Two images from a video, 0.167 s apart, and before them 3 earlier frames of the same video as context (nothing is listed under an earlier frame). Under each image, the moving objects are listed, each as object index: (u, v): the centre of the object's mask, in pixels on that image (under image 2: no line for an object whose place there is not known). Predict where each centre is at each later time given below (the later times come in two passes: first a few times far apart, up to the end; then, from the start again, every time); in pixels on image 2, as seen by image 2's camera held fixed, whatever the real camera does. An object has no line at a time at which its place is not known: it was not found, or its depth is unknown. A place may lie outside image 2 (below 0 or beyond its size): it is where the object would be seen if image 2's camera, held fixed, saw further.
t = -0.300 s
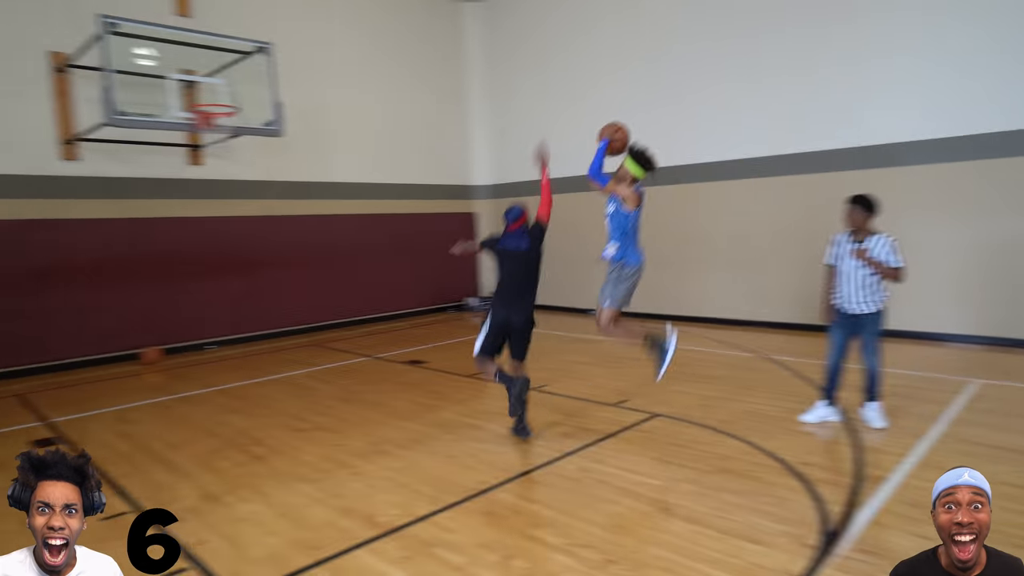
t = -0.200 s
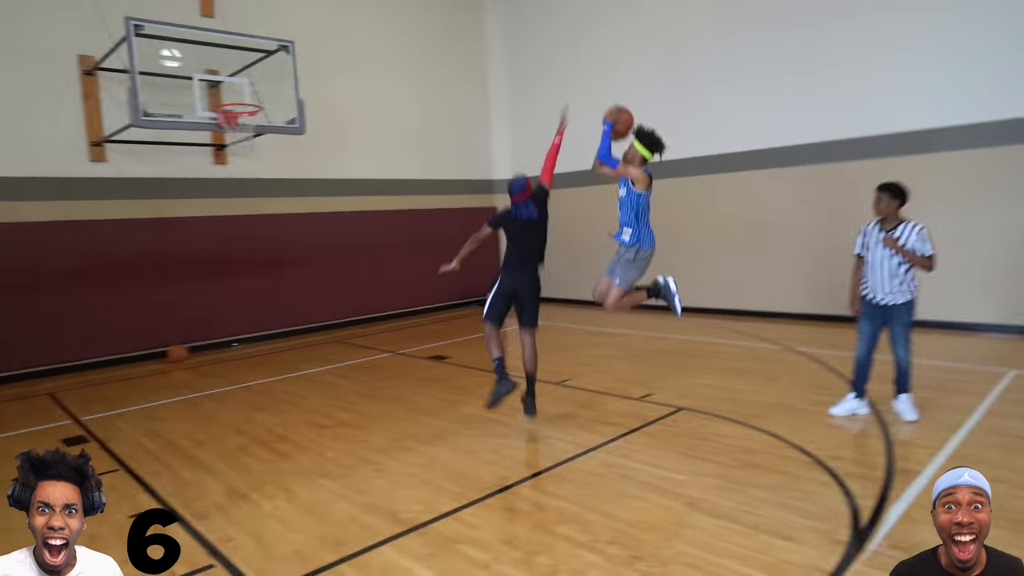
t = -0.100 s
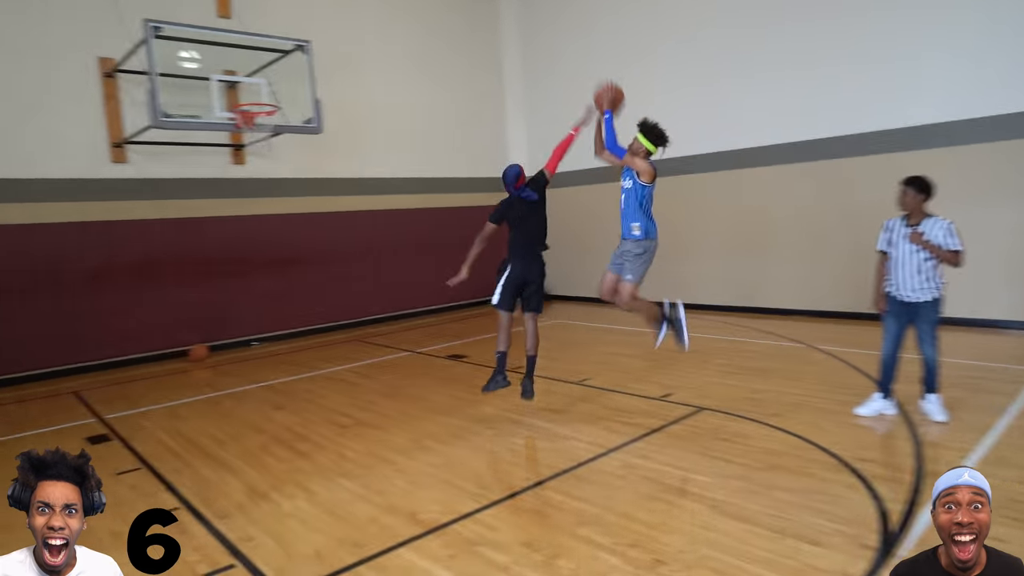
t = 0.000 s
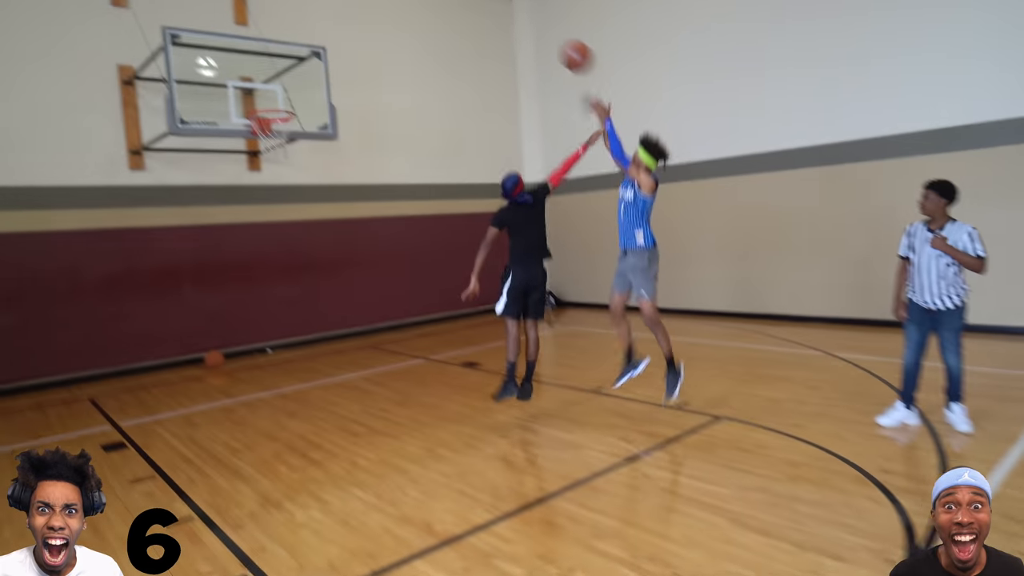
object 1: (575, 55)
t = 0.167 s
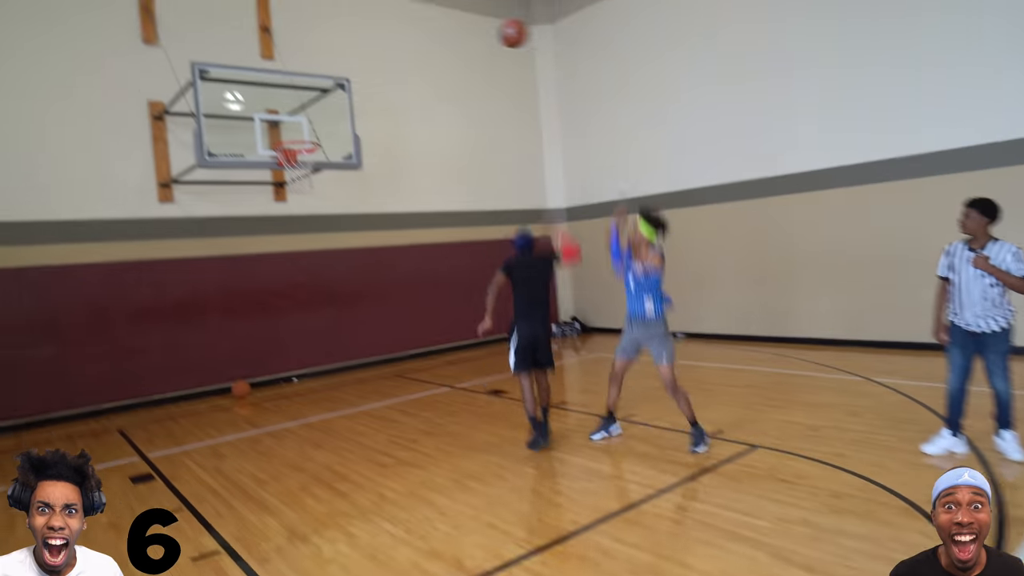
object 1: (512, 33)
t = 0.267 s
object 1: (469, 23)
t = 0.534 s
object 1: (371, 45)
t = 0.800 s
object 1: (298, 129)
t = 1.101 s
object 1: (320, 107)
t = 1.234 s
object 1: (334, 107)
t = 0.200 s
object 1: (498, 29)
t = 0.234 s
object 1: (483, 25)
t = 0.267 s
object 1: (469, 23)
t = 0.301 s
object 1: (455, 21)
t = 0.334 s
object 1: (442, 20)
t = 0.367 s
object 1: (429, 22)
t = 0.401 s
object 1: (416, 25)
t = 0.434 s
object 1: (404, 28)
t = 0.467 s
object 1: (393, 33)
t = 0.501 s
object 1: (382, 39)
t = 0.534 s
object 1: (371, 45)
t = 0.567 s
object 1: (361, 53)
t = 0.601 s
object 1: (350, 61)
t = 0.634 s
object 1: (341, 70)
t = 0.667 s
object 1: (331, 82)
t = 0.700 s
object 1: (322, 93)
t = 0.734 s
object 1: (314, 104)
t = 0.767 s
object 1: (307, 116)
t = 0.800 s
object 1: (298, 129)
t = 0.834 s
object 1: (290, 138)
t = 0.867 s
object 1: (295, 137)
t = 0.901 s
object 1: (302, 134)
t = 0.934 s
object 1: (307, 130)
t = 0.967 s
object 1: (310, 123)
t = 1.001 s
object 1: (313, 118)
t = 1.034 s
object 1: (315, 114)
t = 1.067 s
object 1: (318, 110)
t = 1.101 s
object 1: (320, 107)
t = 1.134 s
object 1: (323, 105)
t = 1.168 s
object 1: (326, 105)
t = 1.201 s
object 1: (330, 105)
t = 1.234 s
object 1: (334, 107)
